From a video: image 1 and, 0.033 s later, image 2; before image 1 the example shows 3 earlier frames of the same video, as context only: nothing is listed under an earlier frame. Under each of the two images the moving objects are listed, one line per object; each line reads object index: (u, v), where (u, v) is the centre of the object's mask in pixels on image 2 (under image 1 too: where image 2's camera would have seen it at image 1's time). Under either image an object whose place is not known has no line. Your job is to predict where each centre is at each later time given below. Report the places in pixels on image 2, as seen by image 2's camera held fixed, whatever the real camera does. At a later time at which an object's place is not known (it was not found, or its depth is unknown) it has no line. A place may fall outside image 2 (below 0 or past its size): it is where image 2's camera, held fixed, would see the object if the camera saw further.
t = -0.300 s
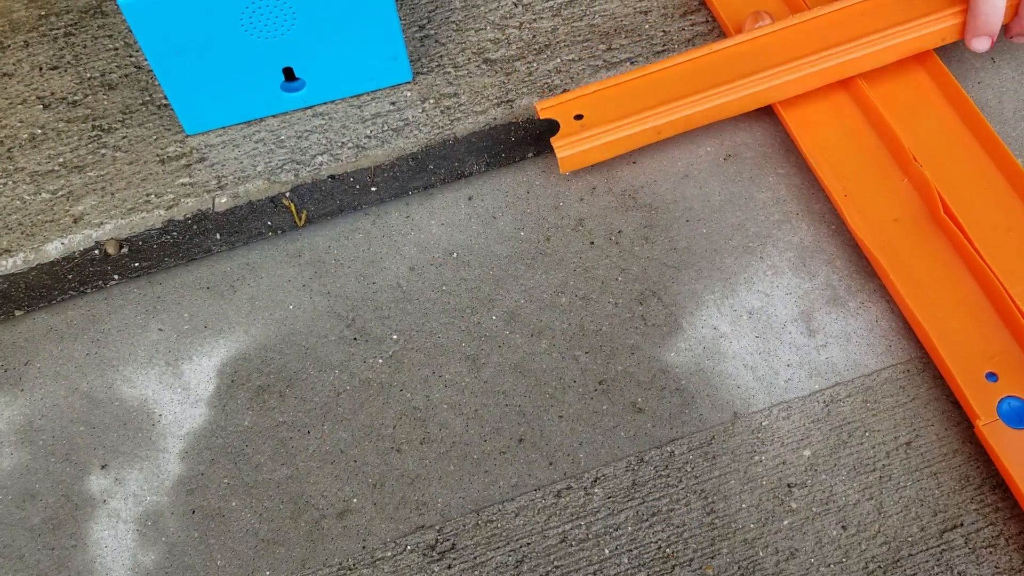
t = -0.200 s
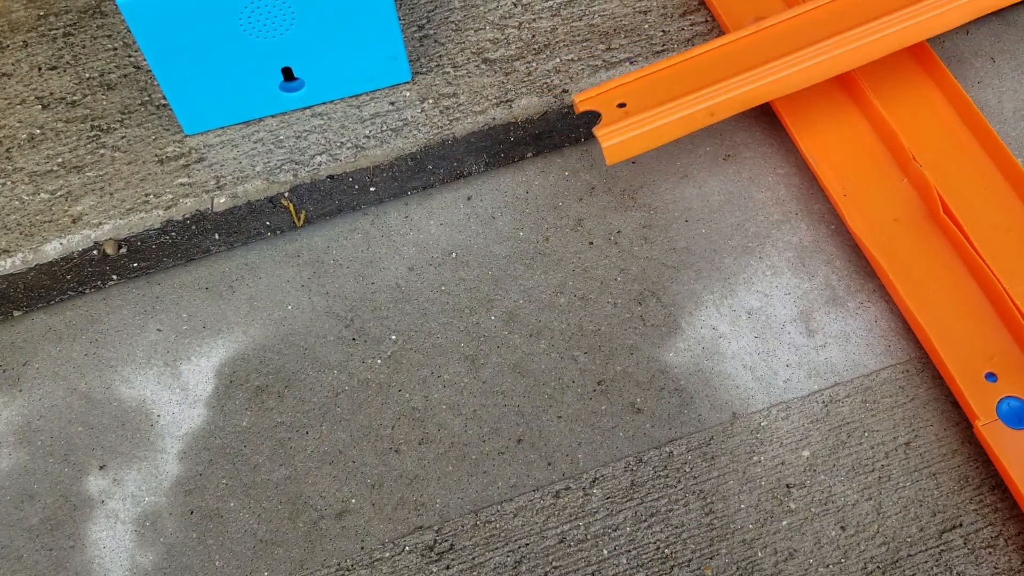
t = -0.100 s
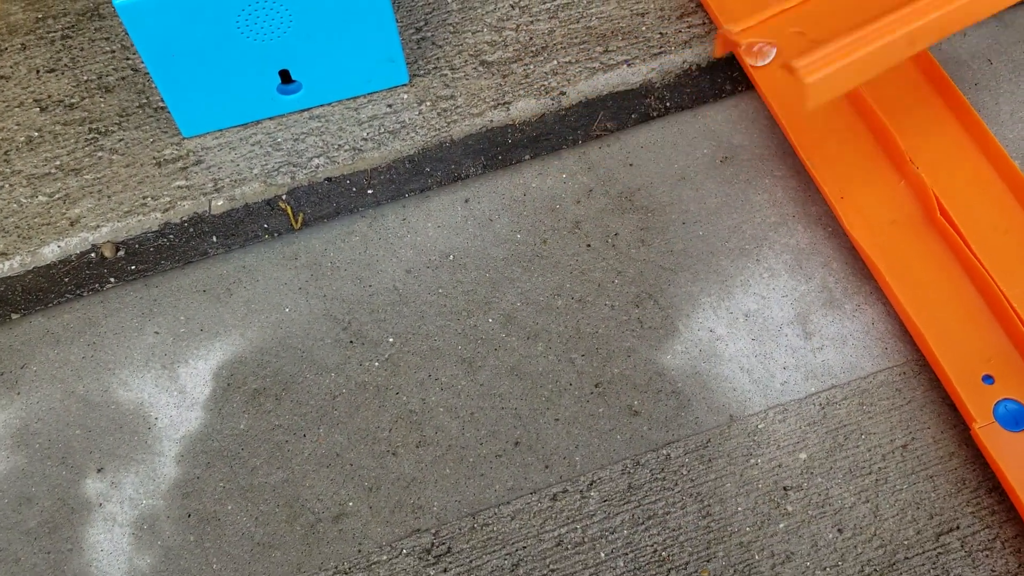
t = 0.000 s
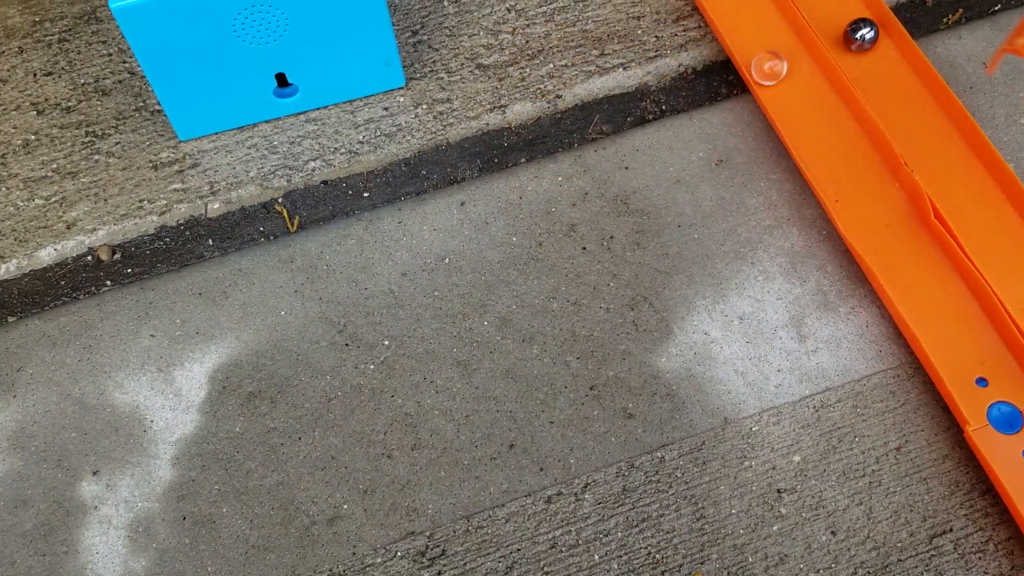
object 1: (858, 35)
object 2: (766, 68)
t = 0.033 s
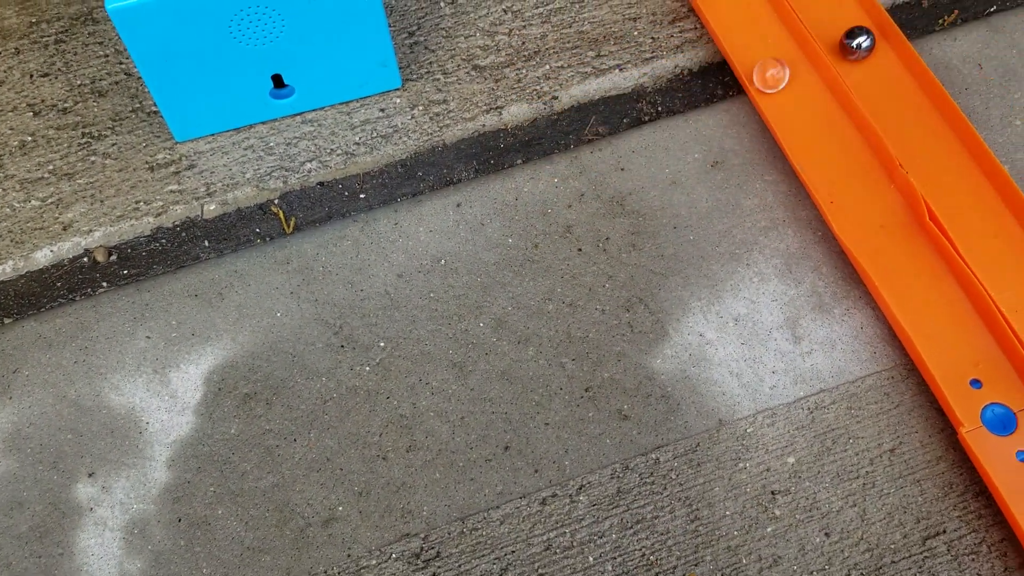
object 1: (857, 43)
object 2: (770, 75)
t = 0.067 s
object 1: (855, 52)
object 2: (774, 84)
